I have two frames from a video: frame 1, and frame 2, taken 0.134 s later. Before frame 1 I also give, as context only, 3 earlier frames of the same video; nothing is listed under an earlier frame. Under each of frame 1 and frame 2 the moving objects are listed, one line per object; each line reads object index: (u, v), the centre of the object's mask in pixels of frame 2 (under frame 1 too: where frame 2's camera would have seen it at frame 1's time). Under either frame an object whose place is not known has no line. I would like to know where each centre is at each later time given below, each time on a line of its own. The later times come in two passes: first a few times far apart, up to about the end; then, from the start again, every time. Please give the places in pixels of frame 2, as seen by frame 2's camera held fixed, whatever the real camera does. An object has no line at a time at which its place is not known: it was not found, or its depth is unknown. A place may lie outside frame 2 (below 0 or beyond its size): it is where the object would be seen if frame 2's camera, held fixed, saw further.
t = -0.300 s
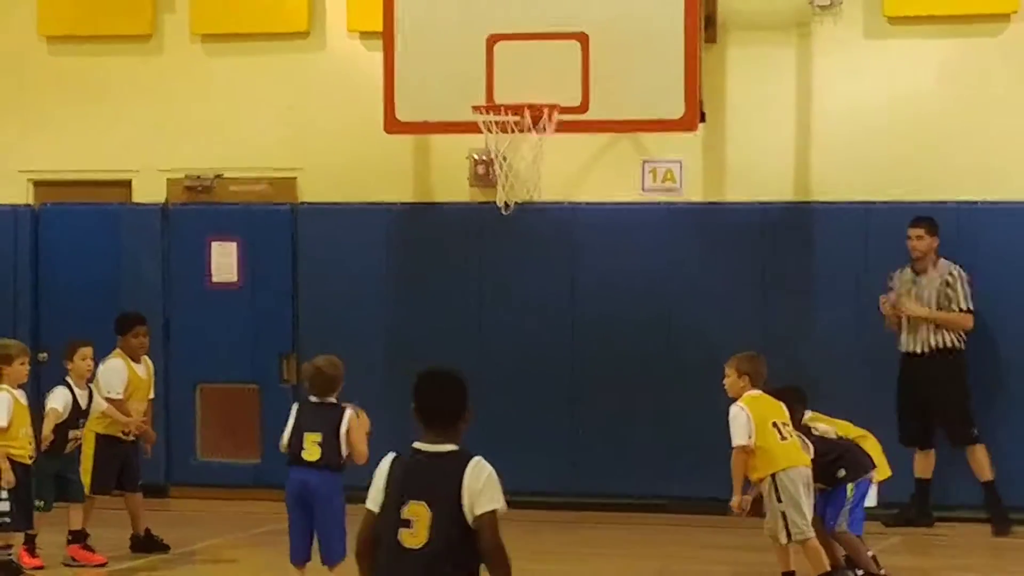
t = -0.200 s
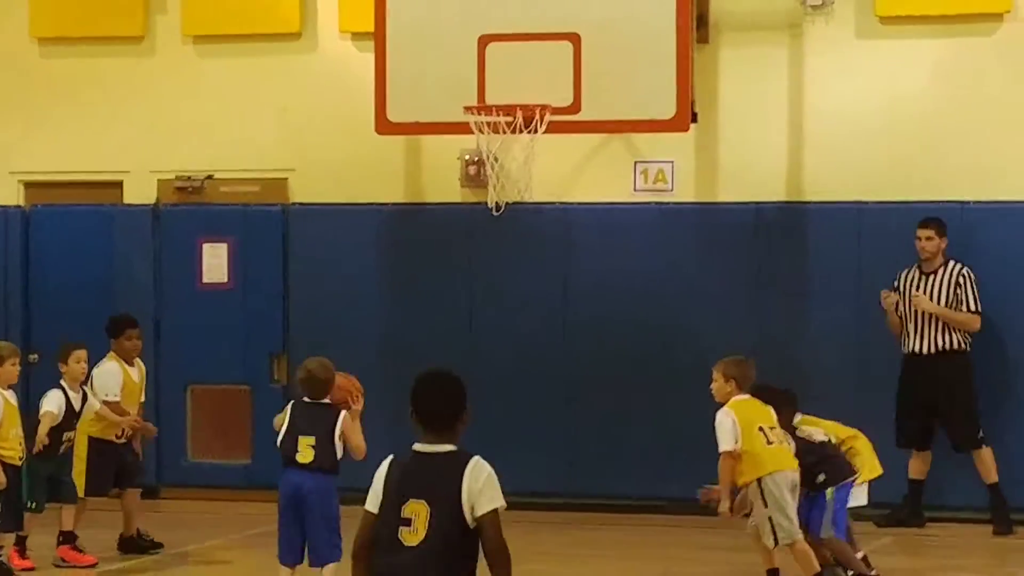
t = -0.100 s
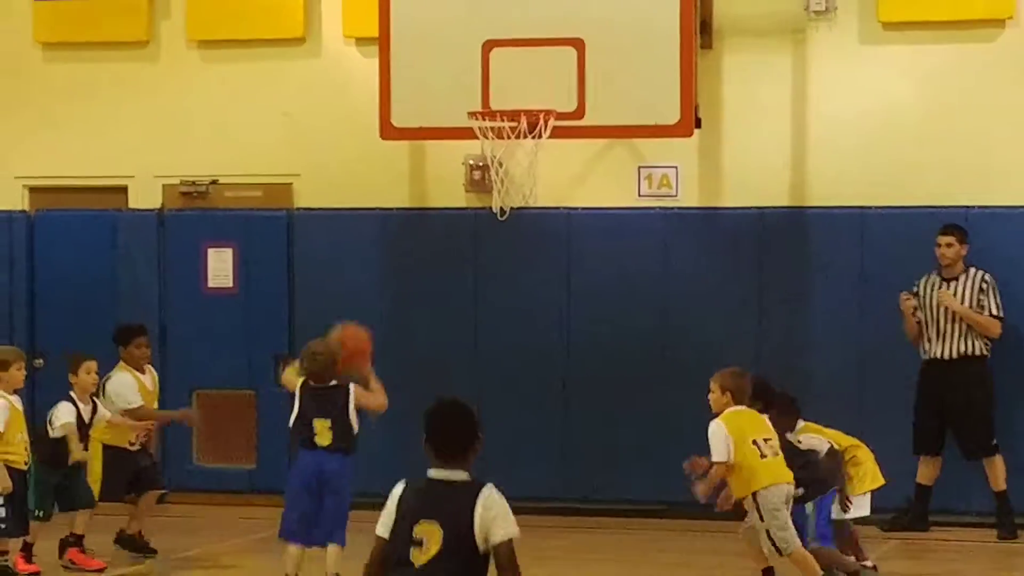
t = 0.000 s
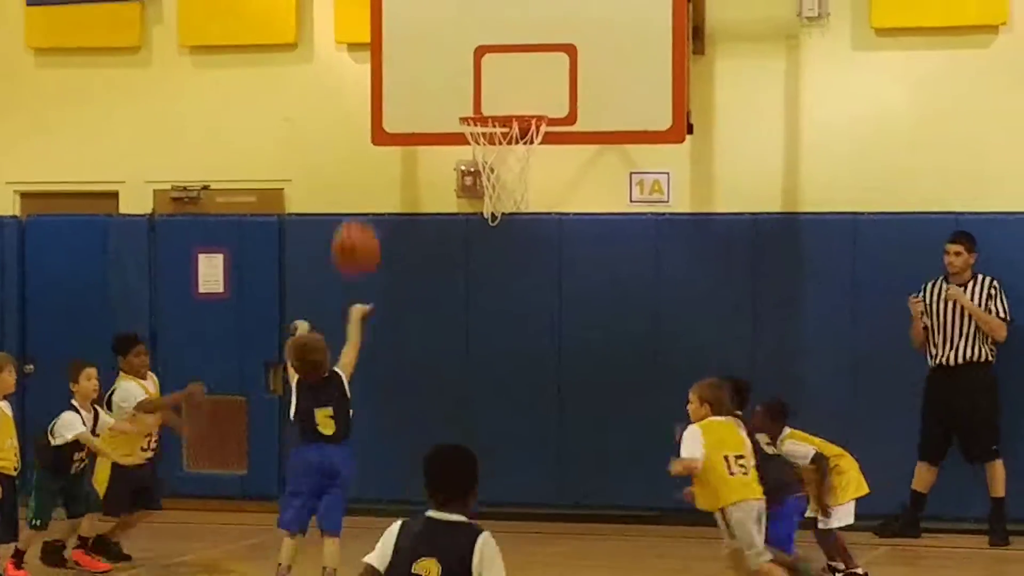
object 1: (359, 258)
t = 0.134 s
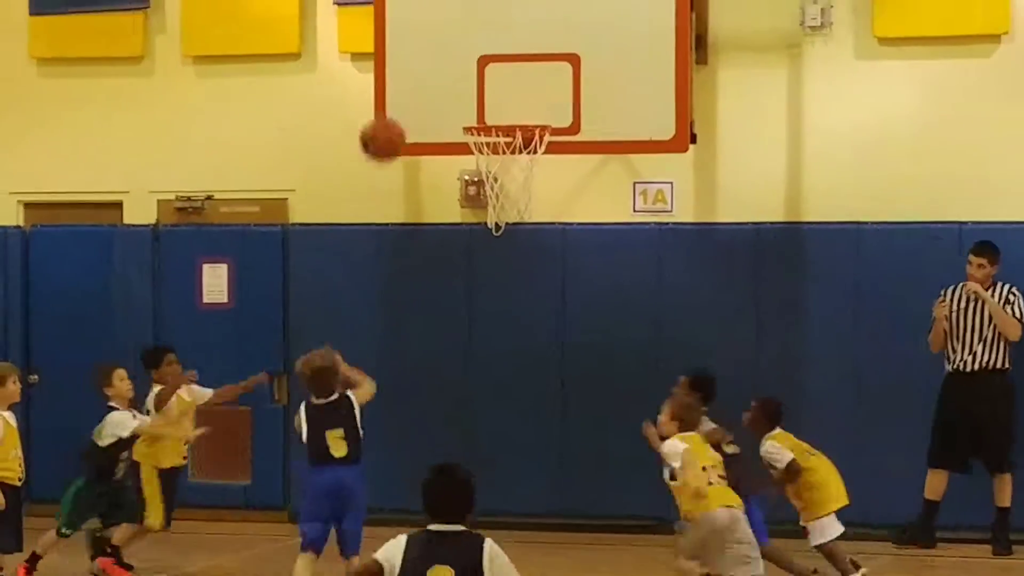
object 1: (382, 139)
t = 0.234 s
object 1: (399, 76)
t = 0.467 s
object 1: (435, 12)
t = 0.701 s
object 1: (467, 50)
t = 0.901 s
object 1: (514, 120)
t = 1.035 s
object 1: (526, 166)
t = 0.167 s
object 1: (388, 116)
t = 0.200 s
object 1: (394, 95)
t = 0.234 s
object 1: (399, 76)
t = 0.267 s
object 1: (405, 61)
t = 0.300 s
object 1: (410, 47)
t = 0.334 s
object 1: (415, 35)
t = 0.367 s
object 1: (420, 26)
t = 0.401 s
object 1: (425, 18)
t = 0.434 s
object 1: (430, 14)
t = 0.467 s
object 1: (435, 12)
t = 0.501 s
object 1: (439, 10)
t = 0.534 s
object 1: (445, 12)
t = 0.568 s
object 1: (449, 16)
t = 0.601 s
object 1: (453, 20)
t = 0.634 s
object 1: (458, 29)
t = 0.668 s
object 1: (463, 38)
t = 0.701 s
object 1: (467, 50)
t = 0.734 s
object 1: (472, 64)
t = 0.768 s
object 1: (476, 79)
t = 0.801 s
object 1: (480, 95)
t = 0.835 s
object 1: (484, 111)
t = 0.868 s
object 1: (497, 116)
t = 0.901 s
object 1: (514, 120)
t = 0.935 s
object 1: (523, 136)
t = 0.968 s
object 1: (527, 147)
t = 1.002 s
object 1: (527, 157)
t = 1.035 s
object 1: (526, 166)
